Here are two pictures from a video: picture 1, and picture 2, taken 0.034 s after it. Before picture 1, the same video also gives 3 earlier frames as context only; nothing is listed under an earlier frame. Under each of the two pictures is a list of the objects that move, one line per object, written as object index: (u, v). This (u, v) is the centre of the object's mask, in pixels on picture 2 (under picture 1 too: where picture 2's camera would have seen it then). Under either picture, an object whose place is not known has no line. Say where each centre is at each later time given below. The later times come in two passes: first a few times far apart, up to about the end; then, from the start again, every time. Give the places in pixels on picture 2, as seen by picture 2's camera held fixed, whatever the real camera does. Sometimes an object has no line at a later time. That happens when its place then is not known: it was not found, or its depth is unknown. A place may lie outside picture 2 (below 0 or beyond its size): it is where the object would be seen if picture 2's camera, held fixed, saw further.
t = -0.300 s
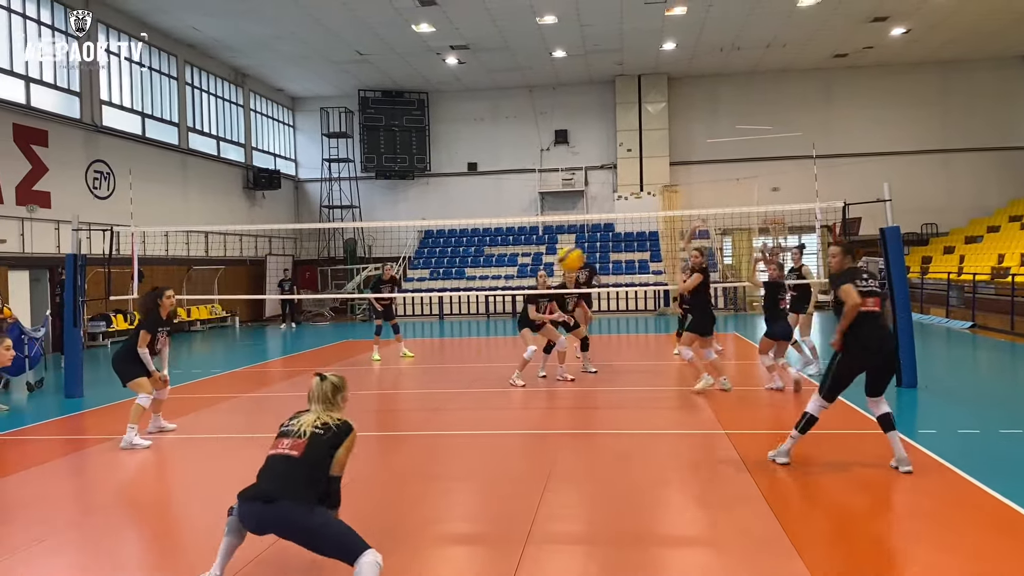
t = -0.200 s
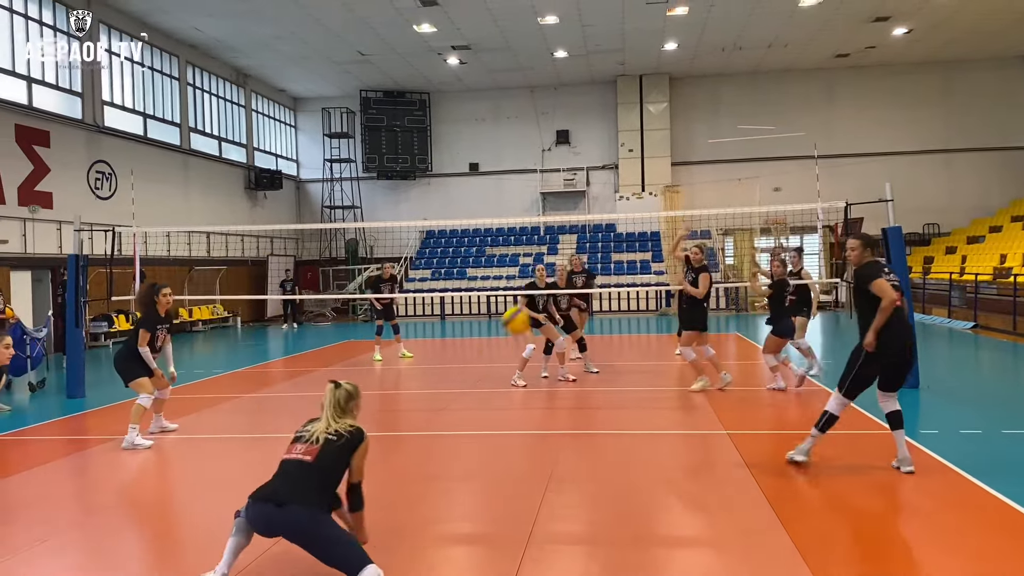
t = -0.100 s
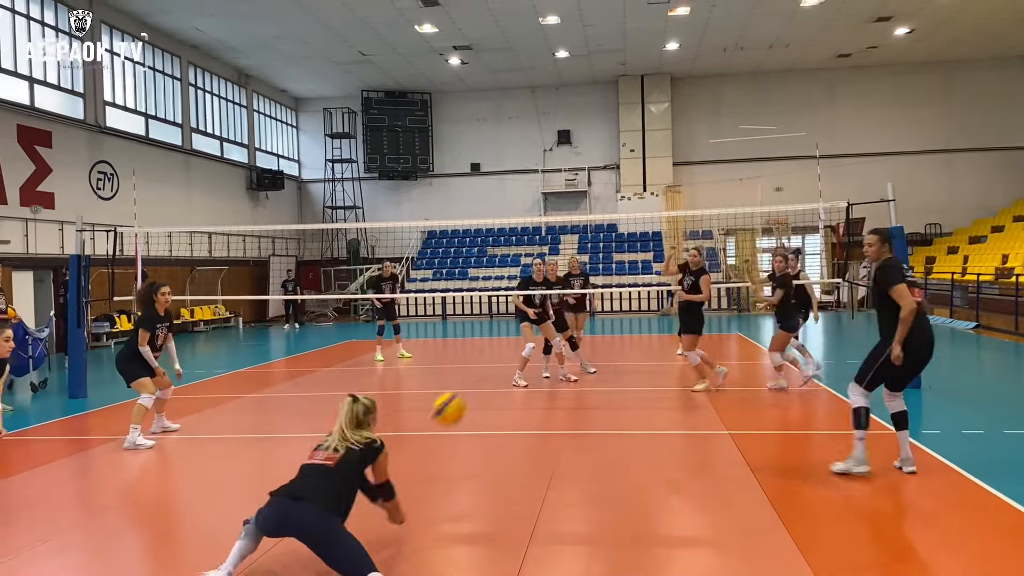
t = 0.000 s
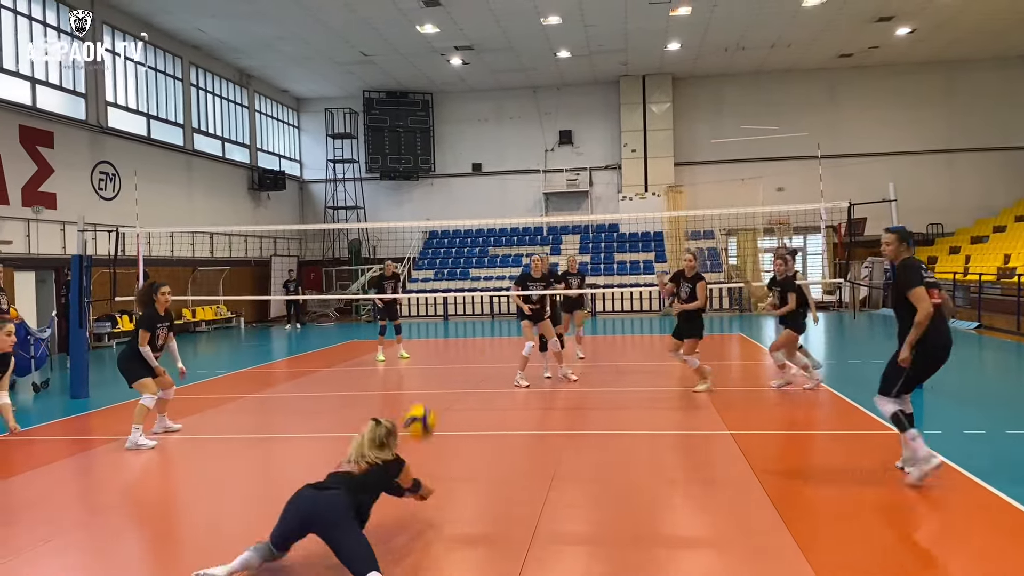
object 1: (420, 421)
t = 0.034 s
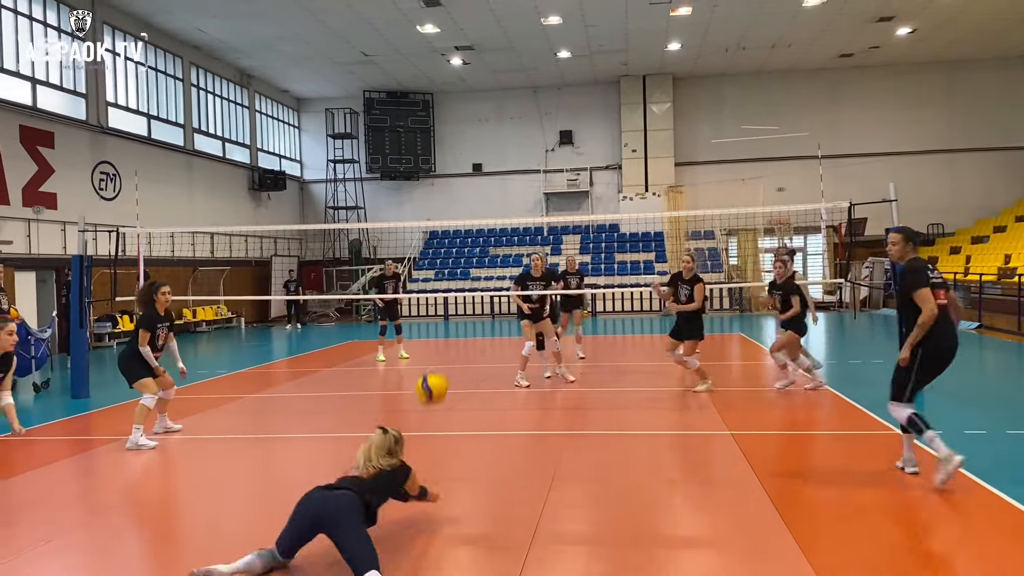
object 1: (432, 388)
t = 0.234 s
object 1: (486, 236)
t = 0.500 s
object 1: (543, 145)
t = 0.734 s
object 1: (585, 141)
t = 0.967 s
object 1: (621, 192)
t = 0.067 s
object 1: (441, 355)
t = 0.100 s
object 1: (451, 326)
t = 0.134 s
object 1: (461, 299)
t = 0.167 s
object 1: (470, 276)
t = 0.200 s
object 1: (478, 254)
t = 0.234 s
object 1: (486, 236)
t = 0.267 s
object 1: (494, 218)
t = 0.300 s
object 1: (502, 203)
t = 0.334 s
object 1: (510, 189)
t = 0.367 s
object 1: (516, 176)
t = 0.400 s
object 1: (522, 166)
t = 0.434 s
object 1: (530, 158)
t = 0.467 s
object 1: (537, 150)
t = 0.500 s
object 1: (543, 145)
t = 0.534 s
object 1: (550, 141)
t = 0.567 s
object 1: (556, 138)
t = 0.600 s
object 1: (562, 137)
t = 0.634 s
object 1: (569, 136)
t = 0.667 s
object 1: (573, 137)
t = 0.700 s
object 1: (579, 139)
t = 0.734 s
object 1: (585, 141)
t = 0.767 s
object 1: (591, 146)
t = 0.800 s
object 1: (596, 151)
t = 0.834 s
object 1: (601, 158)
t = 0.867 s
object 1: (606, 164)
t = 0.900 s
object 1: (613, 173)
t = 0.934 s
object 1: (619, 183)
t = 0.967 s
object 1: (621, 192)
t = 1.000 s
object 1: (626, 203)
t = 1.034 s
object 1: (630, 214)
